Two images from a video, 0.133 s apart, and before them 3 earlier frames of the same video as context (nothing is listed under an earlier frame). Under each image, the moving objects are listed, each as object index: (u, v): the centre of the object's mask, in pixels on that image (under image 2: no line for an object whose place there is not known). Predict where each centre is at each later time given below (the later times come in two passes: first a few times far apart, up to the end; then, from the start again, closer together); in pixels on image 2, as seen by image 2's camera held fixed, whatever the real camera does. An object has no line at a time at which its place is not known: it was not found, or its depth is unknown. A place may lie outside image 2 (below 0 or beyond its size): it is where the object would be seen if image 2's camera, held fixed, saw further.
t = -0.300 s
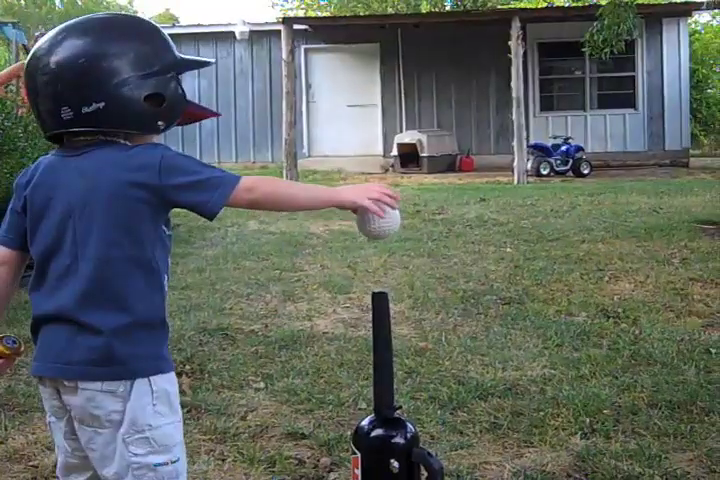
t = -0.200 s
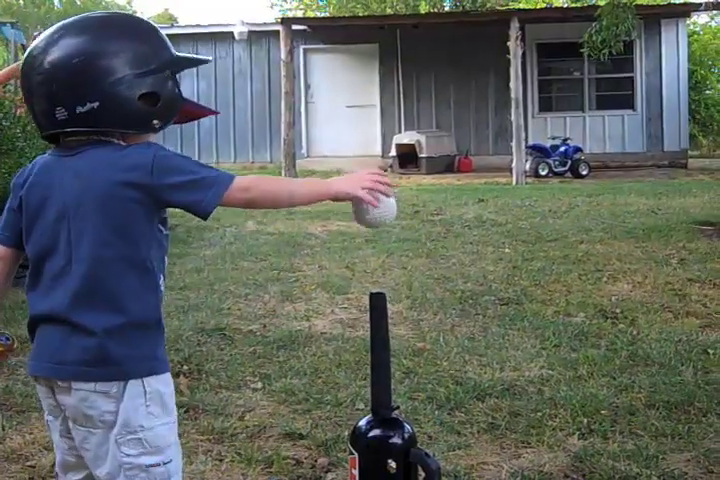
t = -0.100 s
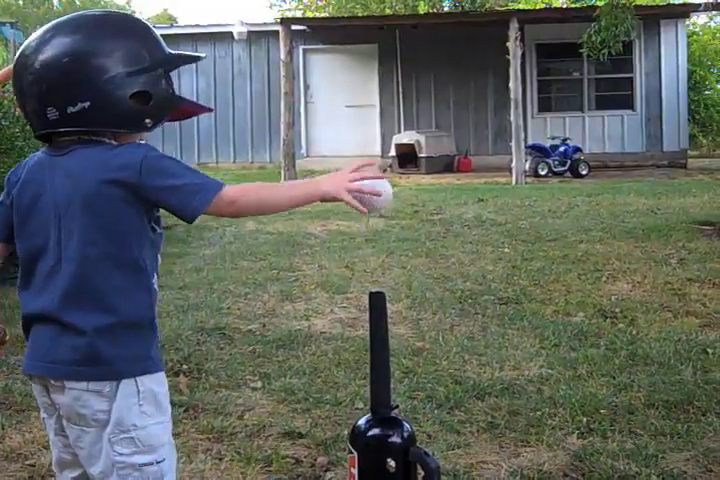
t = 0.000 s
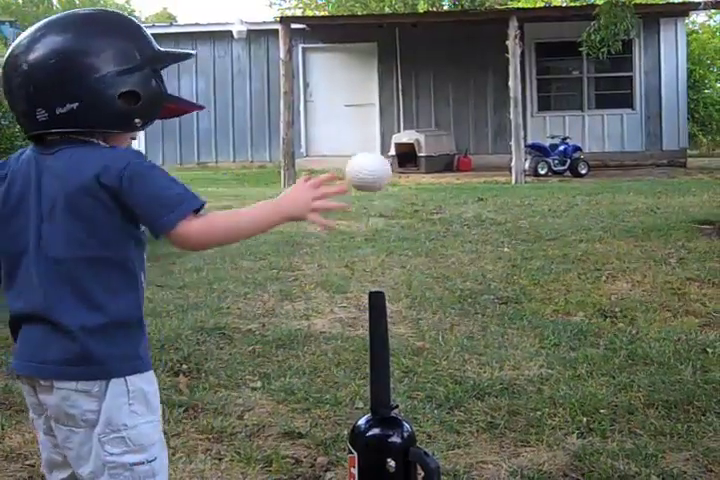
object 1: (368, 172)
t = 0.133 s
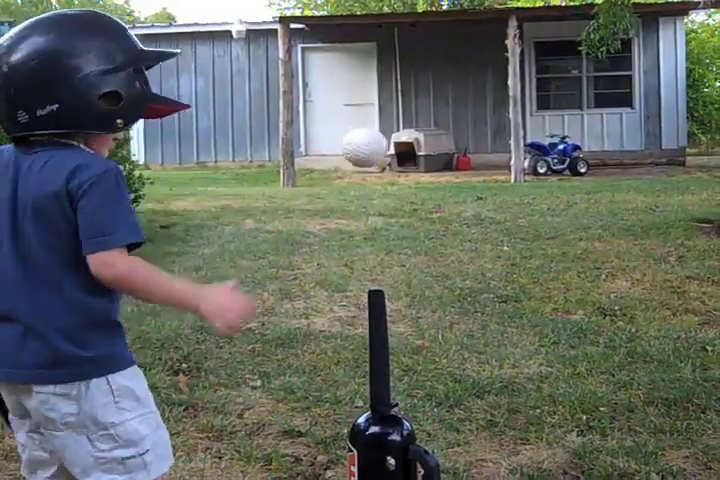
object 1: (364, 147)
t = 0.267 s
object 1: (364, 145)
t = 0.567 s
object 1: (370, 192)
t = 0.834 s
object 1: (372, 189)
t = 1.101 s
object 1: (377, 163)
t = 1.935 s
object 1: (394, 164)
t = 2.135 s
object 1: (397, 169)
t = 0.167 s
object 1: (362, 145)
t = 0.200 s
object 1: (361, 143)
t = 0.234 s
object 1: (362, 144)
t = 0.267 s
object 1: (364, 145)
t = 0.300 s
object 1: (368, 148)
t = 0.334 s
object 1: (370, 153)
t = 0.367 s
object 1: (371, 158)
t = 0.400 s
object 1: (370, 164)
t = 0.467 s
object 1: (366, 176)
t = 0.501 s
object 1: (365, 182)
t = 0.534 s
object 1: (367, 186)
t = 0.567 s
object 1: (370, 192)
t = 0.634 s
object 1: (372, 196)
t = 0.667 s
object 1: (368, 197)
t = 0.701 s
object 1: (366, 198)
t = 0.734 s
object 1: (367, 198)
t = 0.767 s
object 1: (369, 195)
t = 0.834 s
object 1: (372, 189)
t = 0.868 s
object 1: (371, 185)
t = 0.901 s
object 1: (369, 182)
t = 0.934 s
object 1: (366, 178)
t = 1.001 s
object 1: (369, 170)
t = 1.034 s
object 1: (371, 167)
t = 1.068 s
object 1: (374, 165)
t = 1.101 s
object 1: (377, 163)
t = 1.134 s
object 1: (375, 163)
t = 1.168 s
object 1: (376, 163)
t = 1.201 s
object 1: (375, 164)
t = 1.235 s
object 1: (377, 165)
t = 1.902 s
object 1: (395, 166)
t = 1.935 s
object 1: (394, 164)
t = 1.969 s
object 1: (395, 163)
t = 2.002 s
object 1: (396, 162)
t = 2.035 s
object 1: (397, 162)
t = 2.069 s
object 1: (398, 164)
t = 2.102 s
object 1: (397, 166)
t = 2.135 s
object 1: (397, 169)
